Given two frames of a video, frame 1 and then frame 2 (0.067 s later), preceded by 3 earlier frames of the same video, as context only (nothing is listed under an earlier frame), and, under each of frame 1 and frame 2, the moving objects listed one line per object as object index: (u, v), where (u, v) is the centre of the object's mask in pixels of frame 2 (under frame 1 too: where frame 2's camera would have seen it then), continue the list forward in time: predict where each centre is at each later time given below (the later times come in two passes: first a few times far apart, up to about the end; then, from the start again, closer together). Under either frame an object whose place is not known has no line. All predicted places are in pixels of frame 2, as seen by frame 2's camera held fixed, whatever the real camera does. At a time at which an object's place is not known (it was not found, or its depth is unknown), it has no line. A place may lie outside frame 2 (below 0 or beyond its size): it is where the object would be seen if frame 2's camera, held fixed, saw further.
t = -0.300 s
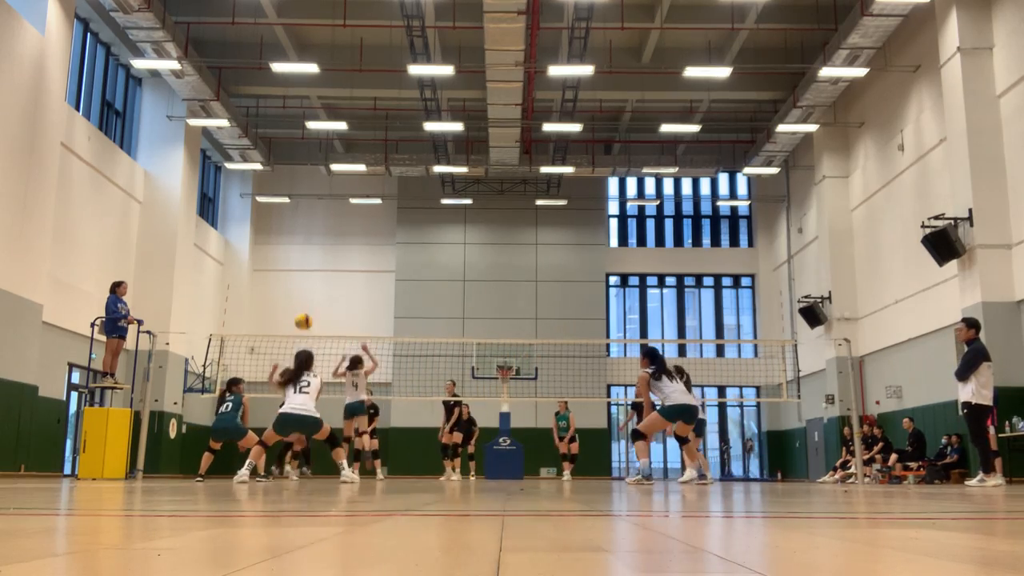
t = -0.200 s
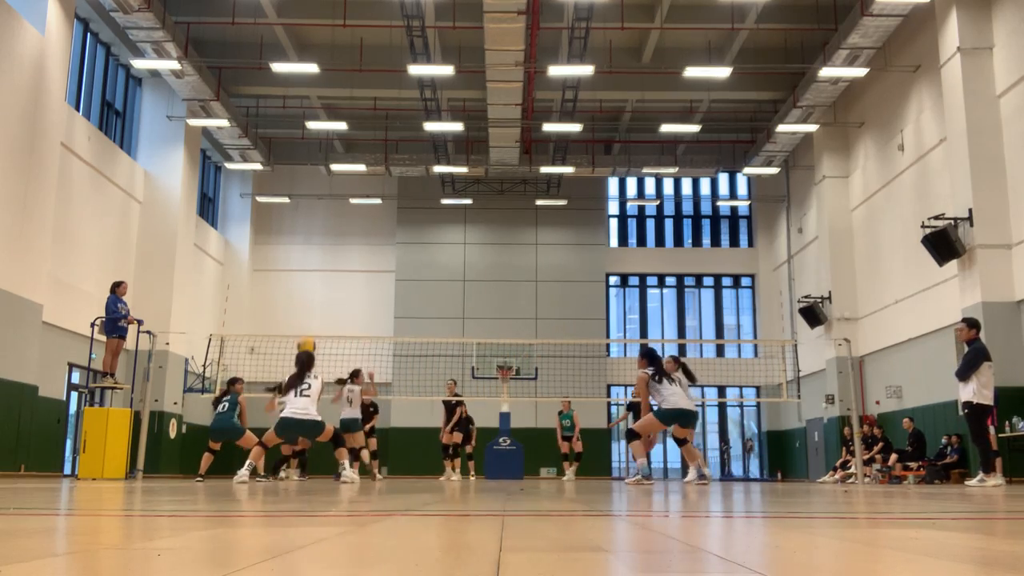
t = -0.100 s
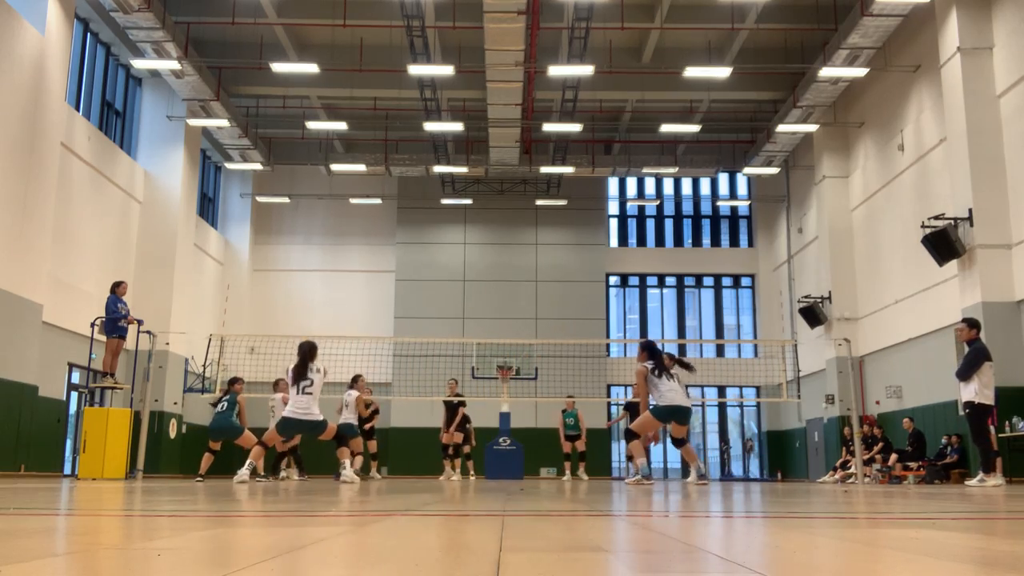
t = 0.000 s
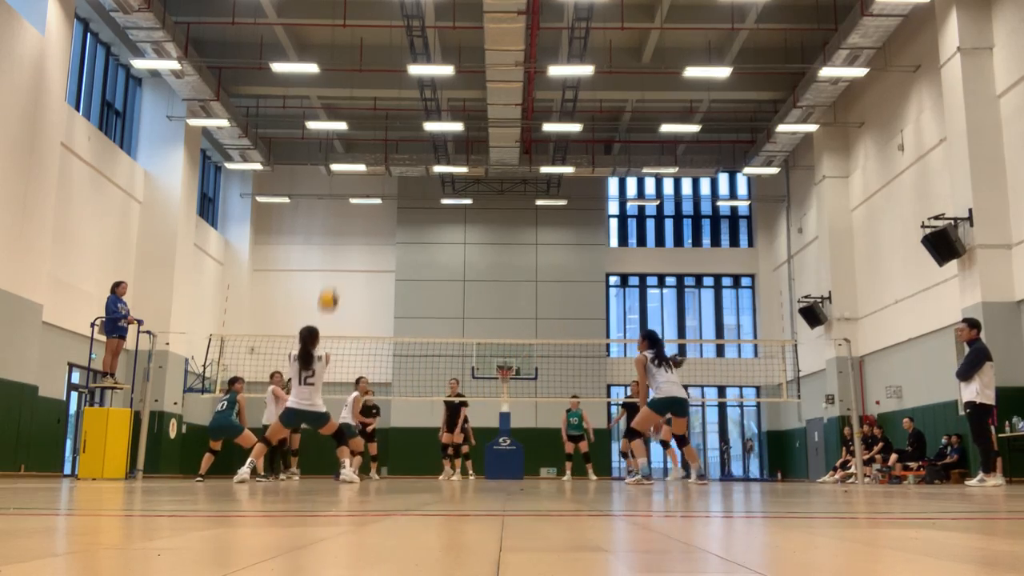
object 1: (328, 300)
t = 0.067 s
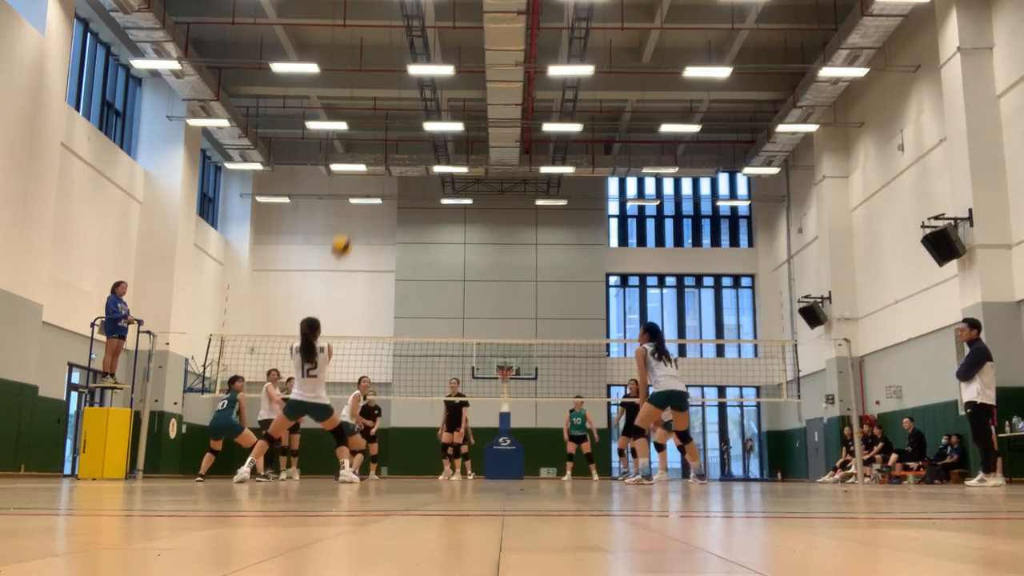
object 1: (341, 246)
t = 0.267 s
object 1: (377, 124)
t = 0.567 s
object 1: (421, 21)
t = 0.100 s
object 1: (348, 221)
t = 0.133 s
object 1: (354, 200)
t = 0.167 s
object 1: (360, 182)
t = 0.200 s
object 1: (366, 157)
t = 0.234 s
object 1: (372, 141)
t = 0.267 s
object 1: (377, 124)
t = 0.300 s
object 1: (382, 107)
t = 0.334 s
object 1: (387, 92)
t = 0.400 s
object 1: (397, 67)
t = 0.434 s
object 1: (402, 56)
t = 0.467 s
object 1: (407, 45)
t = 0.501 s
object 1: (412, 37)
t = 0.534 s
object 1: (416, 28)
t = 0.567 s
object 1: (421, 21)
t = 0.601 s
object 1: (425, 15)
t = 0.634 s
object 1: (431, 9)
